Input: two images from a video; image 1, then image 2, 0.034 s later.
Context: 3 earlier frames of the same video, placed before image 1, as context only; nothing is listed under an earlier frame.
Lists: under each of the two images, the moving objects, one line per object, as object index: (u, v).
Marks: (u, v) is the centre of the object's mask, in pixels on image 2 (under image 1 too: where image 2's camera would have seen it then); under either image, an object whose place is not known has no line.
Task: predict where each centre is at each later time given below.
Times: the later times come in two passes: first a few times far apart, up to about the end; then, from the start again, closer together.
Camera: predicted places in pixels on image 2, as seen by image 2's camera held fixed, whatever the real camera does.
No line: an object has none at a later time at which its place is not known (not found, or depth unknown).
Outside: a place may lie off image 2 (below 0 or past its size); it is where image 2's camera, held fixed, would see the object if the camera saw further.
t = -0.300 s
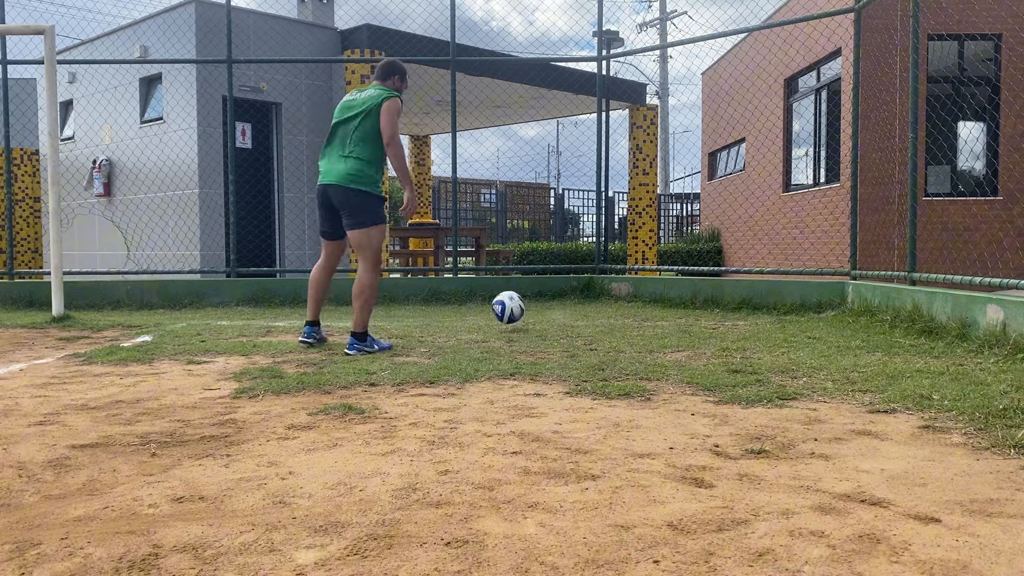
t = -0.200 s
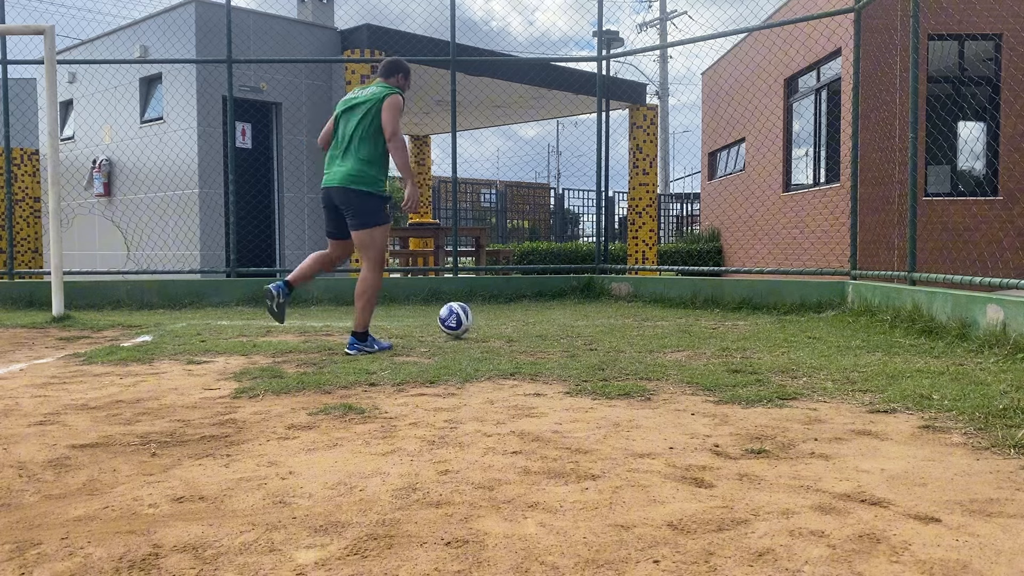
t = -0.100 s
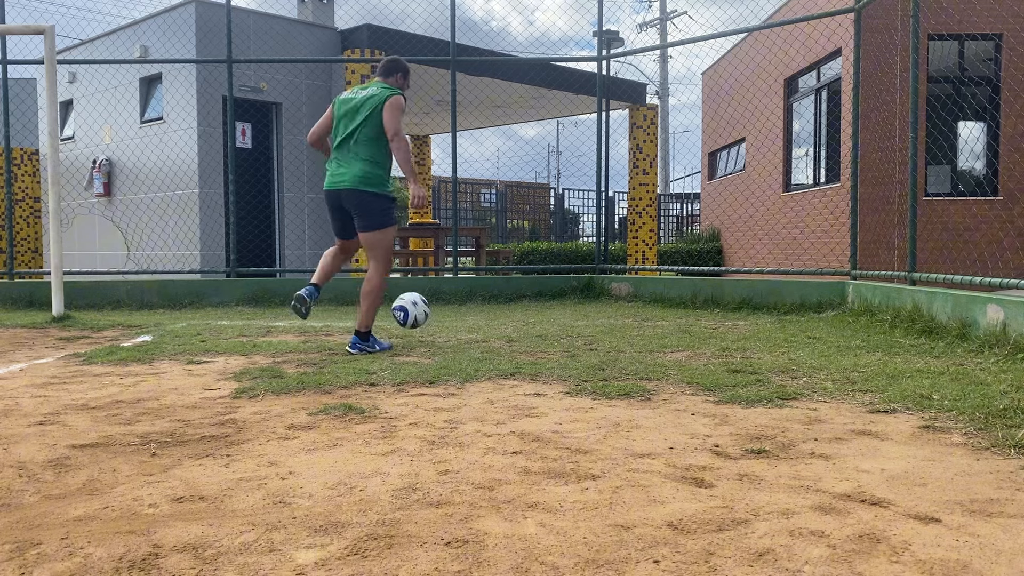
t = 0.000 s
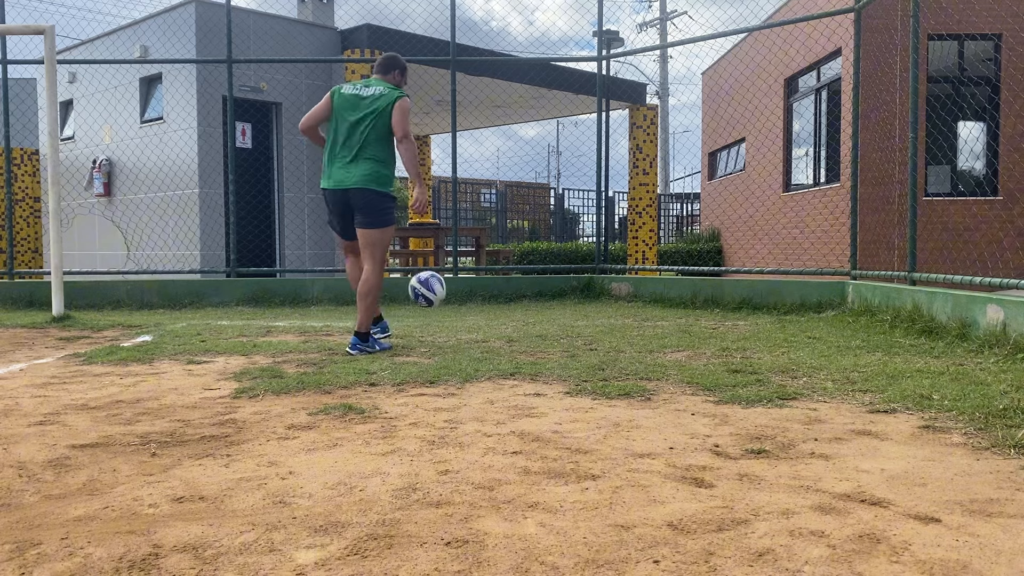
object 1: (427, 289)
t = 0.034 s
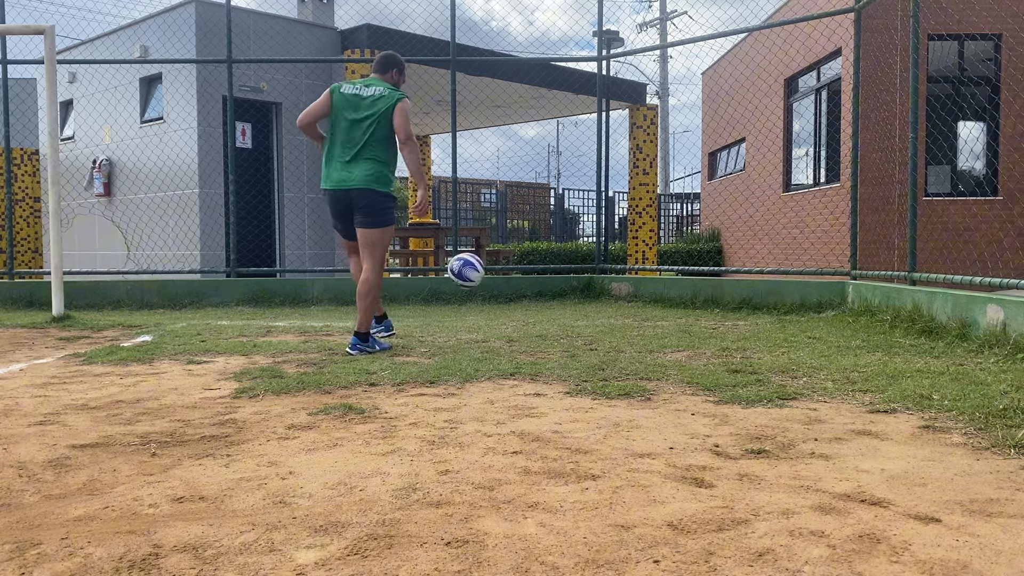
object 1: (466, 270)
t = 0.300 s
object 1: (720, 202)
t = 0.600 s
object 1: (776, 228)
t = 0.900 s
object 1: (704, 280)
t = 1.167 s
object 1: (665, 238)
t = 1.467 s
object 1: (618, 308)
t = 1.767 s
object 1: (562, 272)
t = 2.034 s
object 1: (508, 314)
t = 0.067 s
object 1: (503, 255)
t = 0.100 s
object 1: (538, 241)
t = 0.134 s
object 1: (571, 229)
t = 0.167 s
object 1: (604, 221)
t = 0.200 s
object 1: (634, 214)
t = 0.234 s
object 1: (664, 208)
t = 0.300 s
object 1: (720, 202)
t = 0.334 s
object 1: (747, 201)
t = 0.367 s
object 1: (773, 202)
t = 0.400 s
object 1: (797, 204)
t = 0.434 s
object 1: (815, 208)
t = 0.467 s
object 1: (811, 212)
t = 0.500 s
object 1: (803, 214)
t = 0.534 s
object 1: (794, 217)
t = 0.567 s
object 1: (785, 222)
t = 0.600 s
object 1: (776, 228)
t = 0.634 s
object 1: (767, 236)
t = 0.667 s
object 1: (758, 245)
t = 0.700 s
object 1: (748, 256)
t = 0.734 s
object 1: (739, 268)
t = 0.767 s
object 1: (730, 282)
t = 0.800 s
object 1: (721, 297)
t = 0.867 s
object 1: (708, 292)
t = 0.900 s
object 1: (704, 280)
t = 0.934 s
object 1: (699, 270)
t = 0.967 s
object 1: (695, 260)
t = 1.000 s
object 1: (690, 253)
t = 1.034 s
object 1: (684, 247)
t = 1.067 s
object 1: (680, 242)
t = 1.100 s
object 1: (675, 239)
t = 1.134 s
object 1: (671, 237)
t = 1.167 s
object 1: (665, 238)
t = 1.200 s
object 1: (661, 238)
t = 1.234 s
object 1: (656, 241)
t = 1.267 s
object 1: (650, 245)
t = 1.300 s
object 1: (645, 251)
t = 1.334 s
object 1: (640, 259)
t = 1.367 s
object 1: (634, 269)
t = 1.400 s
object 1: (628, 280)
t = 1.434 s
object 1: (623, 293)
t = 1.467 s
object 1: (618, 308)
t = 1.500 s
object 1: (612, 312)
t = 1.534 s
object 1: (607, 301)
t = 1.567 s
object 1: (601, 292)
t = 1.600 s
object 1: (595, 284)
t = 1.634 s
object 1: (589, 279)
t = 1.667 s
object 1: (582, 275)
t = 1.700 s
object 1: (576, 272)
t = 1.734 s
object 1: (569, 271)
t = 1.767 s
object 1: (562, 272)
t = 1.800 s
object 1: (556, 275)
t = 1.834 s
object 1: (549, 279)
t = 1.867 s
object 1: (542, 285)
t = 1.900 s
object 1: (536, 293)
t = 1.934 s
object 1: (529, 303)
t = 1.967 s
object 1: (523, 314)
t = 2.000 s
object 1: (516, 321)
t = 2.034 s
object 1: (508, 314)
